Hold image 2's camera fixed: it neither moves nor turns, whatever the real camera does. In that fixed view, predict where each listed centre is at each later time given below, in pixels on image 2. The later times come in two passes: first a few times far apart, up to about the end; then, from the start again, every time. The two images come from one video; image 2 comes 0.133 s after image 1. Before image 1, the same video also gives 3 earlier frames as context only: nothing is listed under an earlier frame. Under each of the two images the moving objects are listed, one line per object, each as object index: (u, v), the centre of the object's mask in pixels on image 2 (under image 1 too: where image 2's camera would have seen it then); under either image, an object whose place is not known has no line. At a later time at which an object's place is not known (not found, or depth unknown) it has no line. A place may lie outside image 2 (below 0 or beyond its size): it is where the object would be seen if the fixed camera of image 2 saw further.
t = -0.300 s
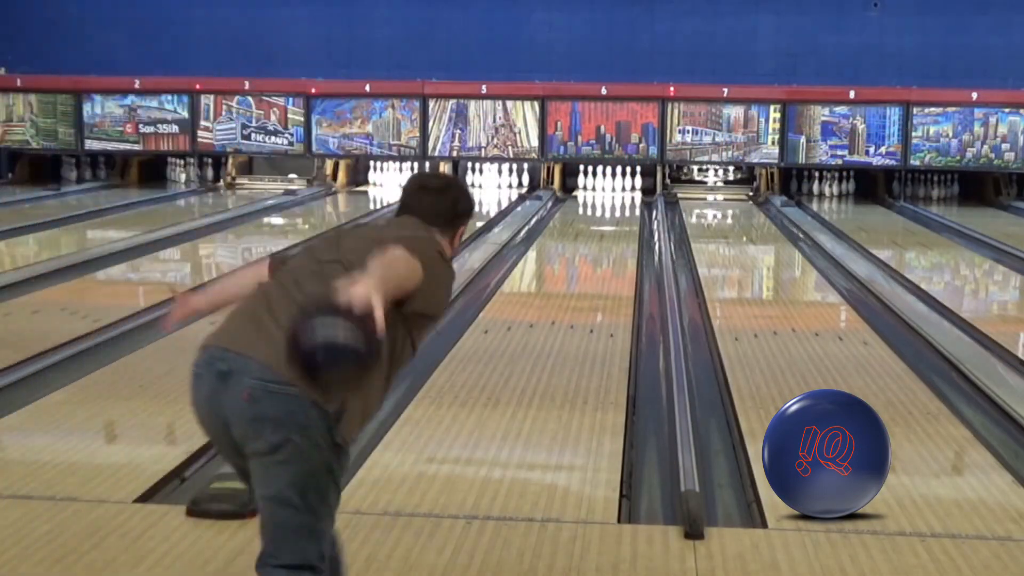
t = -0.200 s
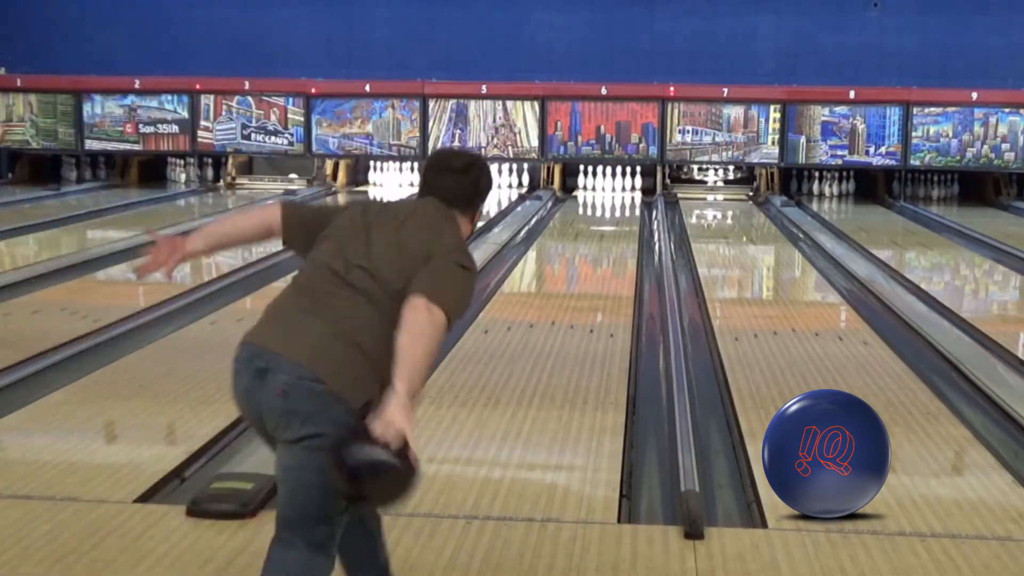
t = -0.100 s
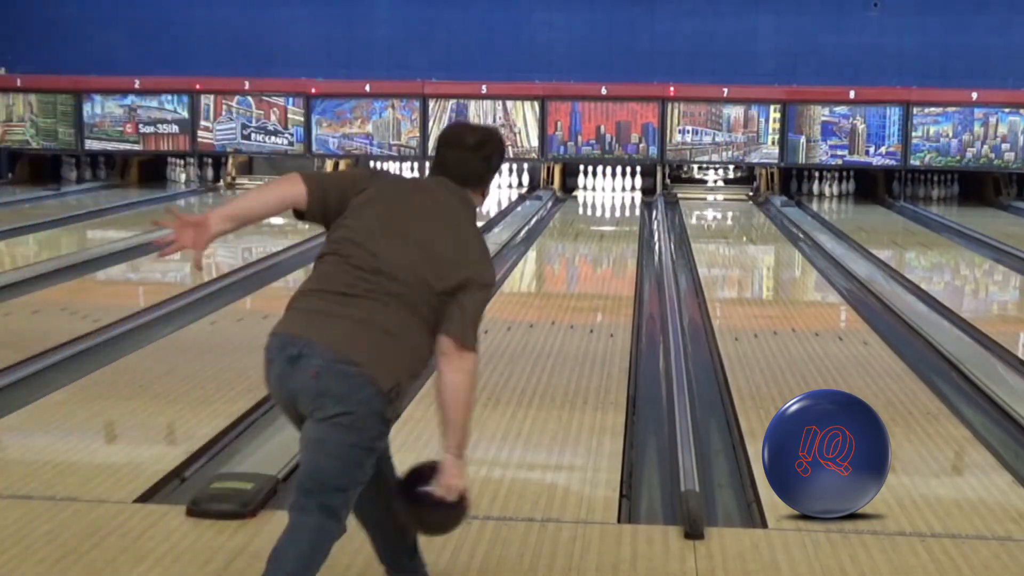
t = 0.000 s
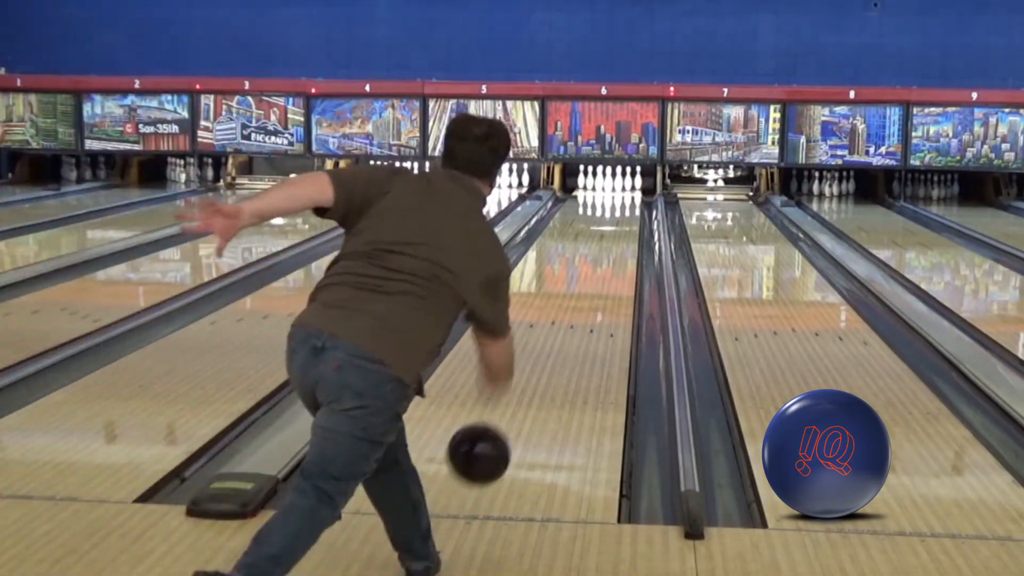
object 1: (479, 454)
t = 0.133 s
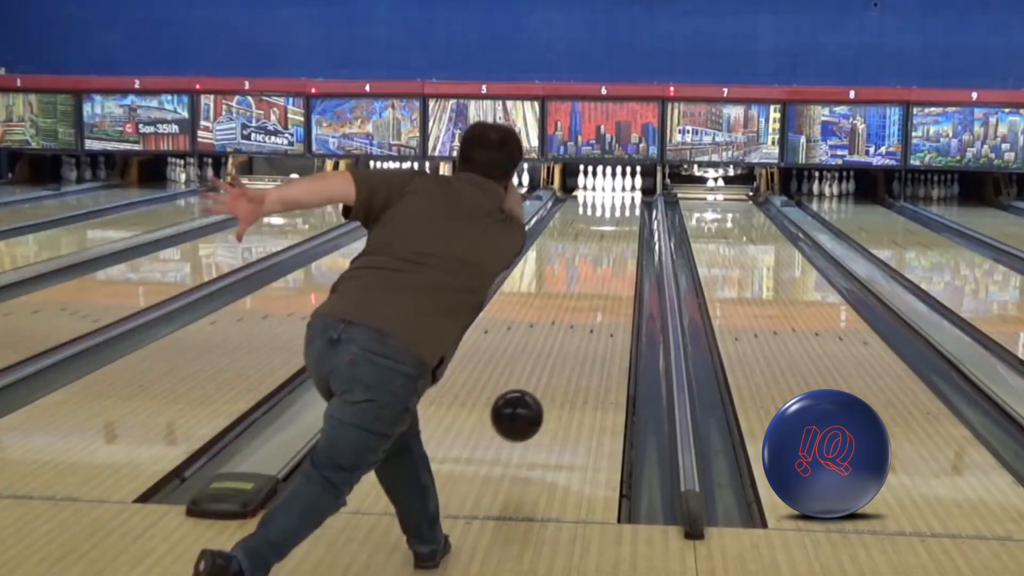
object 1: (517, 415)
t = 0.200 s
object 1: (531, 415)
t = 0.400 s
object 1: (564, 358)
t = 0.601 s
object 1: (586, 317)
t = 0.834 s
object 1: (604, 283)
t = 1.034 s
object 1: (615, 261)
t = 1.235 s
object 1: (622, 243)
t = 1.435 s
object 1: (627, 230)
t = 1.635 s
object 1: (631, 218)
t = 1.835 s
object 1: (632, 209)
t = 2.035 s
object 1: (630, 202)
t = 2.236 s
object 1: (625, 196)
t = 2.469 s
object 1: (618, 190)
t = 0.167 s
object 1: (525, 414)
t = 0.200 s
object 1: (531, 415)
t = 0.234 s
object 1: (538, 405)
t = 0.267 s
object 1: (544, 395)
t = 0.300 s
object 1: (550, 384)
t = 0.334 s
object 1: (555, 375)
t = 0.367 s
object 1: (560, 366)
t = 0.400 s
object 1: (564, 358)
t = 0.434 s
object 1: (569, 349)
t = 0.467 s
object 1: (573, 342)
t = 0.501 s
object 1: (576, 335)
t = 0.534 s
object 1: (580, 329)
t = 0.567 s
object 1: (583, 323)
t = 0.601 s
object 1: (586, 317)
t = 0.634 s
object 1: (589, 312)
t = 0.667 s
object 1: (592, 306)
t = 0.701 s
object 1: (595, 301)
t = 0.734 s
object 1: (598, 297)
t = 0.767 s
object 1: (600, 292)
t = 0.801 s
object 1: (602, 288)
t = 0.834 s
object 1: (604, 283)
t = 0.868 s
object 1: (606, 279)
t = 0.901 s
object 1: (608, 275)
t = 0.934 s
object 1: (611, 272)
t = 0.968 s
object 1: (612, 267)
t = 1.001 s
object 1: (613, 264)
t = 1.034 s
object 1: (615, 261)
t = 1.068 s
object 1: (617, 258)
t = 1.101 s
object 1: (618, 255)
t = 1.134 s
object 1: (619, 252)
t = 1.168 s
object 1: (620, 249)
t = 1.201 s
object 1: (621, 246)
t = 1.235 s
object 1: (622, 243)
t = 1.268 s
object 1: (623, 241)
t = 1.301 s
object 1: (624, 239)
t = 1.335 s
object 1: (625, 236)
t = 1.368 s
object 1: (626, 234)
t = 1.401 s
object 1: (627, 232)
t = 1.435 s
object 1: (627, 230)
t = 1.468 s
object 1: (628, 228)
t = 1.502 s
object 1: (629, 226)
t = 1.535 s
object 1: (629, 224)
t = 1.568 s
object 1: (630, 222)
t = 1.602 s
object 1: (630, 220)
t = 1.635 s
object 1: (631, 218)
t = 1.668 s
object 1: (631, 217)
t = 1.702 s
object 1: (631, 215)
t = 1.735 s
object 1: (632, 214)
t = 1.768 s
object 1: (632, 212)
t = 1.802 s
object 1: (632, 211)
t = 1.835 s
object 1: (632, 209)
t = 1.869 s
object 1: (631, 208)
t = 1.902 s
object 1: (631, 206)
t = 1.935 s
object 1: (631, 205)
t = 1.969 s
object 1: (630, 204)
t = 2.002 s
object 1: (630, 203)
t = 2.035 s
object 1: (630, 202)
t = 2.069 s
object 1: (629, 201)
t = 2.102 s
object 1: (628, 199)
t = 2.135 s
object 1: (628, 199)
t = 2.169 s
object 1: (627, 198)
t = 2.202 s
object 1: (626, 197)
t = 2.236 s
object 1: (625, 196)
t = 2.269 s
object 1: (624, 195)
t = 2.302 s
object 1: (622, 194)
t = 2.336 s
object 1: (622, 193)
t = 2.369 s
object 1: (621, 192)
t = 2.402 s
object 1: (620, 191)
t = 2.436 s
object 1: (619, 190)
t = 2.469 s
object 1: (618, 190)
